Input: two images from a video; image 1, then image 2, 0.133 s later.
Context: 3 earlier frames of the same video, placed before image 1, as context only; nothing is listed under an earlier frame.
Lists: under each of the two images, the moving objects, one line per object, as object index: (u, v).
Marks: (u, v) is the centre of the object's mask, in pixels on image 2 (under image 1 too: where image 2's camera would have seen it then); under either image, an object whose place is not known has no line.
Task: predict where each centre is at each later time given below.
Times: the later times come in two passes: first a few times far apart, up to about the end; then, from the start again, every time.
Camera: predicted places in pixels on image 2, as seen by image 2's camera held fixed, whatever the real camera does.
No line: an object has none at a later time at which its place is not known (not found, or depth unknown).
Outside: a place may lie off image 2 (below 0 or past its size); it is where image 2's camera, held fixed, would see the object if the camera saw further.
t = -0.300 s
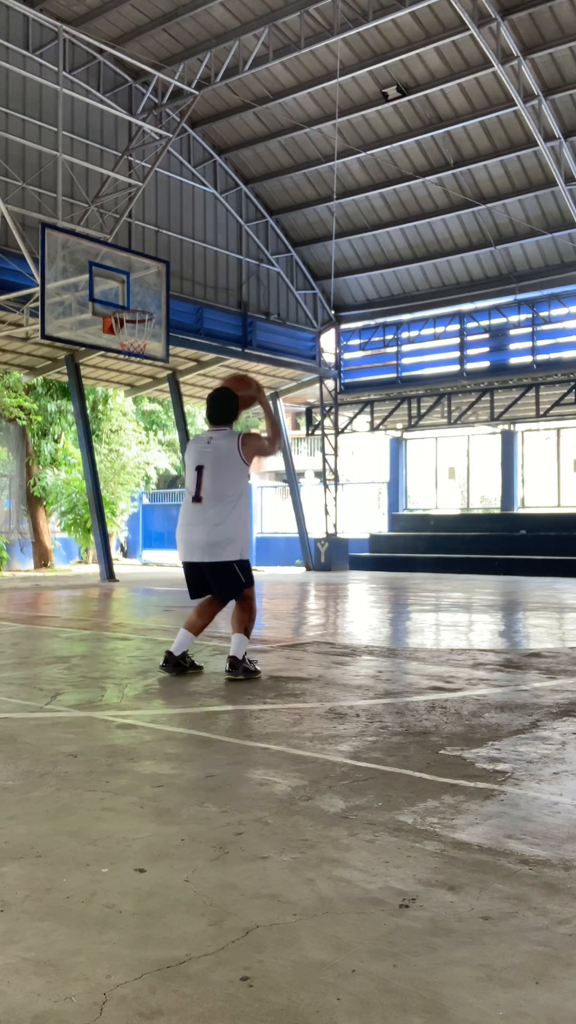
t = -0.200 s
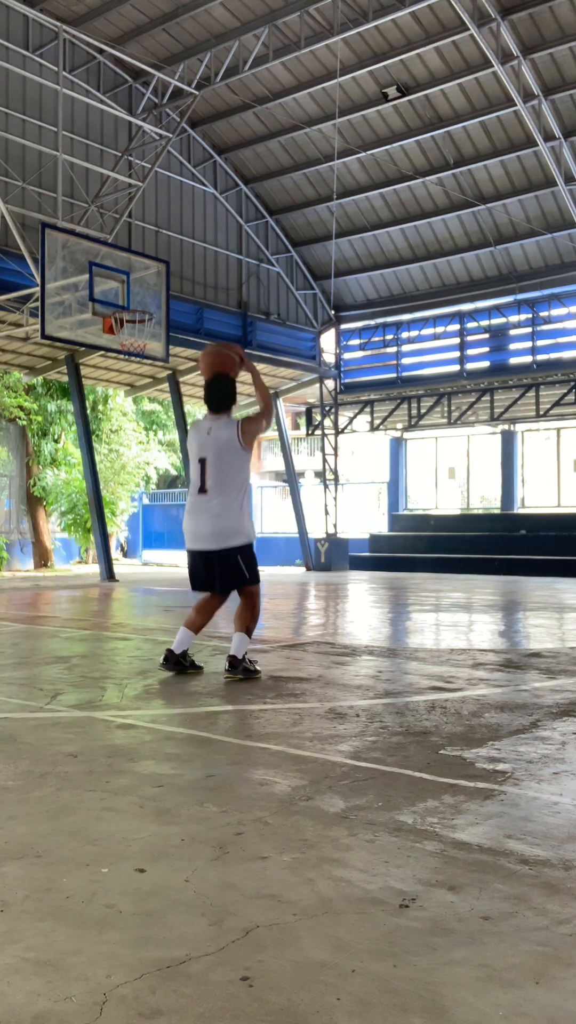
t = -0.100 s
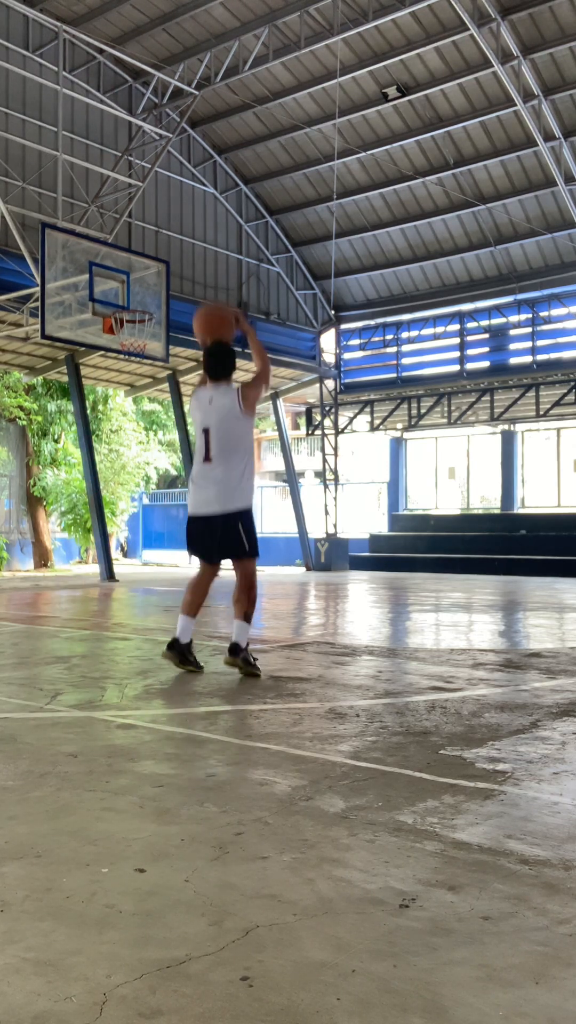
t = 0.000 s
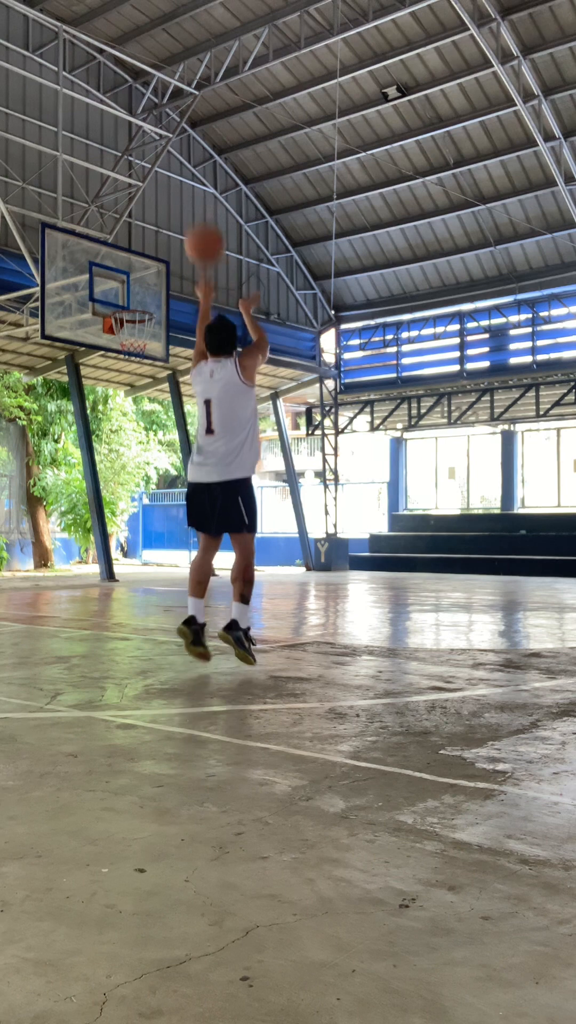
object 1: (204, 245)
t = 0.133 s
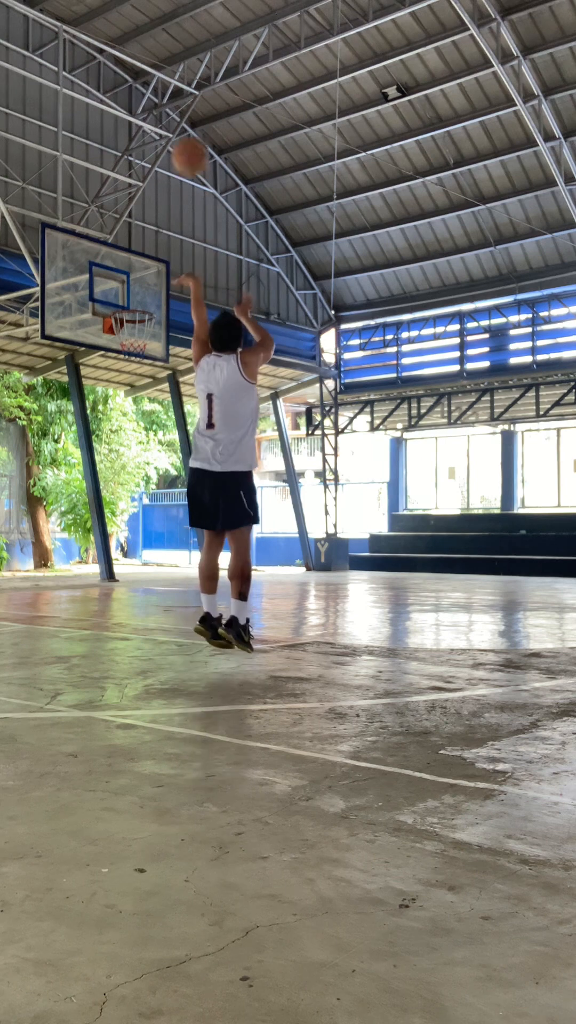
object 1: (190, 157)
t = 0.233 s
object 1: (182, 118)
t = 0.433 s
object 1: (168, 93)
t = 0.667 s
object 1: (156, 122)
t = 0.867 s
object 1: (148, 184)
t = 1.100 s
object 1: (141, 286)
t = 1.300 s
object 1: (136, 329)
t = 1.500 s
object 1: (159, 347)
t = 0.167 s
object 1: (188, 141)
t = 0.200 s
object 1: (184, 128)
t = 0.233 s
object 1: (182, 118)
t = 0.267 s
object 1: (179, 110)
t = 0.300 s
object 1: (176, 103)
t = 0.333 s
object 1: (174, 98)
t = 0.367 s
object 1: (172, 95)
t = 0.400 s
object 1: (170, 93)
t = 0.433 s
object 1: (168, 93)
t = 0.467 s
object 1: (166, 94)
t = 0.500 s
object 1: (164, 96)
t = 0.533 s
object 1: (162, 99)
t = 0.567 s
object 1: (161, 104)
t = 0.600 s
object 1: (158, 108)
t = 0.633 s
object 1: (158, 115)
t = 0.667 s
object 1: (156, 122)
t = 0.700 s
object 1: (154, 130)
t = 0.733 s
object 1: (153, 140)
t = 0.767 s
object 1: (151, 150)
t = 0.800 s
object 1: (150, 160)
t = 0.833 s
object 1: (149, 173)
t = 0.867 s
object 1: (148, 184)
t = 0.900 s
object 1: (147, 197)
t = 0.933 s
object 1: (145, 211)
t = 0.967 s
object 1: (144, 225)
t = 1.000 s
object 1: (143, 240)
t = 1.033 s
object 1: (143, 254)
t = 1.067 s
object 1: (142, 271)
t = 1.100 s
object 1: (141, 286)
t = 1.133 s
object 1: (140, 303)
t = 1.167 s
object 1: (136, 316)
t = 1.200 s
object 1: (126, 319)
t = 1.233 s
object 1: (123, 321)
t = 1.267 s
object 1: (128, 323)
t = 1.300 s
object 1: (136, 329)
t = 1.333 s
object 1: (142, 334)
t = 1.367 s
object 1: (147, 338)
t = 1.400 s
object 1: (152, 340)
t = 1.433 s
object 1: (155, 343)
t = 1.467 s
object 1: (157, 345)
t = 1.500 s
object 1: (159, 347)
